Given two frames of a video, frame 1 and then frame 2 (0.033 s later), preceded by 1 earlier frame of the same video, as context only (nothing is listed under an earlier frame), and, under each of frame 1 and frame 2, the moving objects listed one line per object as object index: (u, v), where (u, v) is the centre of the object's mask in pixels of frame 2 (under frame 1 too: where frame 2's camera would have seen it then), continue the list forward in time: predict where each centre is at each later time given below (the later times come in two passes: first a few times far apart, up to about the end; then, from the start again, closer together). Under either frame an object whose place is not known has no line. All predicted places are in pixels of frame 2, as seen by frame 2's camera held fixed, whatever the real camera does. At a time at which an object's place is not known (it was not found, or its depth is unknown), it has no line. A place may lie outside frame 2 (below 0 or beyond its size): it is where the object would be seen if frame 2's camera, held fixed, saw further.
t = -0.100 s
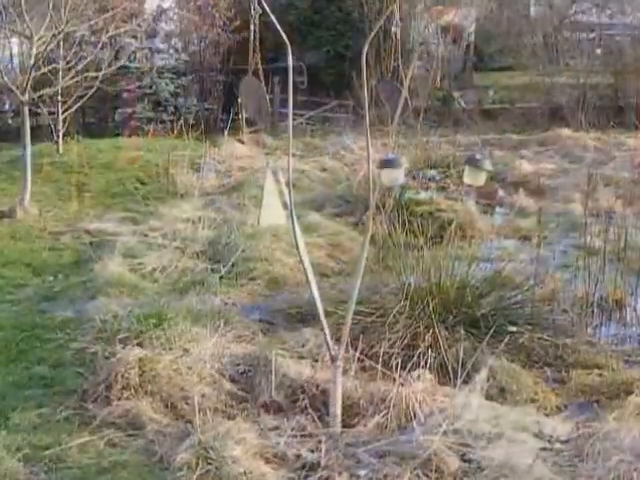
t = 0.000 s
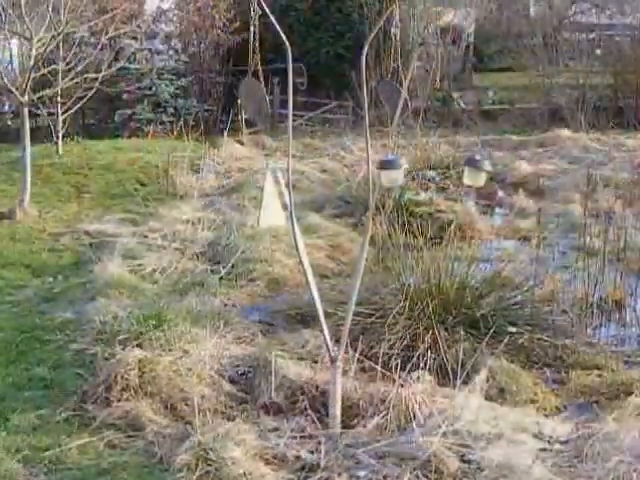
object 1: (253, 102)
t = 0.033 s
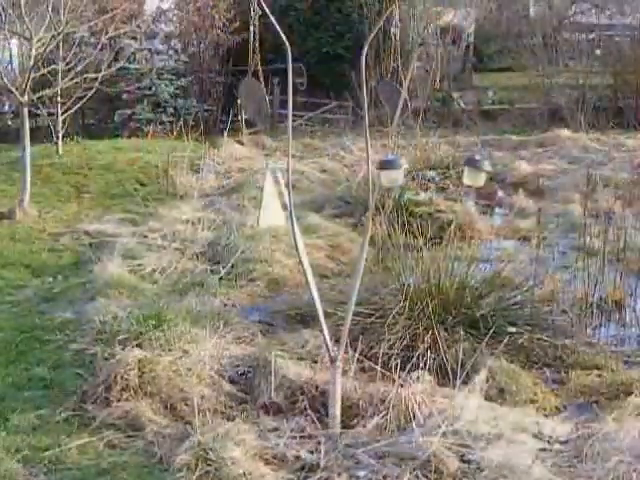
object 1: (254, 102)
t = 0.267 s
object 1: (253, 102)
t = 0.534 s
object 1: (251, 102)
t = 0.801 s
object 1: (247, 101)
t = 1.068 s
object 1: (244, 101)
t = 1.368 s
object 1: (240, 103)
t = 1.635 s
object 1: (237, 103)
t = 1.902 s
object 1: (233, 103)
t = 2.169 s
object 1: (230, 104)
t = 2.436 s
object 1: (228, 106)
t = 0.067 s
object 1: (253, 102)
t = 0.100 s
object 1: (253, 102)
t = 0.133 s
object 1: (254, 102)
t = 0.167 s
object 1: (253, 102)
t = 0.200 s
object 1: (254, 102)
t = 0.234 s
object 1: (253, 102)
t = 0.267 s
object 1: (253, 102)
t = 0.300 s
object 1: (253, 102)
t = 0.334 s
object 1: (253, 102)
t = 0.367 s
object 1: (253, 102)
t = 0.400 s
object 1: (253, 102)
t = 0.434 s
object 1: (252, 102)
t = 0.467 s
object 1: (252, 102)
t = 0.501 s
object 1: (251, 102)
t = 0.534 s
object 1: (251, 102)
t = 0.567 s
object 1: (250, 102)
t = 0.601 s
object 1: (250, 102)
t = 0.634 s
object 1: (249, 101)
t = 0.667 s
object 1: (249, 102)
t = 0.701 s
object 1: (248, 101)
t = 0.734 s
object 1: (248, 102)
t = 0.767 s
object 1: (247, 101)
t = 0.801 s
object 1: (247, 101)
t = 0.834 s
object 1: (246, 101)
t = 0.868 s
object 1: (246, 102)
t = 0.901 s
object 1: (246, 102)
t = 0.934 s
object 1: (245, 101)
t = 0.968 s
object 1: (245, 101)
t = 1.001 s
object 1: (244, 102)
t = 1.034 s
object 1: (244, 102)
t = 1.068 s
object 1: (244, 101)
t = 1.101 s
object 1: (243, 102)
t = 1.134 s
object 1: (243, 102)
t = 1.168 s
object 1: (242, 102)
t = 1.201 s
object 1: (242, 102)
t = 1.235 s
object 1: (242, 102)
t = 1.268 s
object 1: (241, 103)
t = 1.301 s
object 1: (241, 103)
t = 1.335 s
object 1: (240, 103)
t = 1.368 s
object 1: (240, 103)
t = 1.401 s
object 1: (239, 102)
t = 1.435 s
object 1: (239, 102)
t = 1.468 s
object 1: (238, 103)
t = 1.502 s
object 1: (238, 103)
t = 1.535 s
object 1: (238, 103)
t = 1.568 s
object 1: (237, 103)
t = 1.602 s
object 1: (237, 103)
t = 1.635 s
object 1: (237, 103)
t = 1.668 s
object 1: (236, 103)
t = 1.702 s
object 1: (236, 102)
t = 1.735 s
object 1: (235, 103)
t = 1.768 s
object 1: (235, 103)
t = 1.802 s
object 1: (235, 103)
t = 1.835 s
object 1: (234, 103)
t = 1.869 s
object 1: (233, 103)
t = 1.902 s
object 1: (233, 103)
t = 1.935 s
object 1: (232, 104)
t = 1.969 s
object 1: (232, 103)
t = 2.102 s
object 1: (230, 104)
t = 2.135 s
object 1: (231, 104)
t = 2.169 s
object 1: (230, 104)
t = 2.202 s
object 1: (229, 104)
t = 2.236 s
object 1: (229, 105)
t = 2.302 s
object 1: (229, 105)
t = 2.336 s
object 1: (229, 105)
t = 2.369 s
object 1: (228, 105)
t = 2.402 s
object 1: (228, 106)
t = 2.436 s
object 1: (228, 106)
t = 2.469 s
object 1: (228, 107)
